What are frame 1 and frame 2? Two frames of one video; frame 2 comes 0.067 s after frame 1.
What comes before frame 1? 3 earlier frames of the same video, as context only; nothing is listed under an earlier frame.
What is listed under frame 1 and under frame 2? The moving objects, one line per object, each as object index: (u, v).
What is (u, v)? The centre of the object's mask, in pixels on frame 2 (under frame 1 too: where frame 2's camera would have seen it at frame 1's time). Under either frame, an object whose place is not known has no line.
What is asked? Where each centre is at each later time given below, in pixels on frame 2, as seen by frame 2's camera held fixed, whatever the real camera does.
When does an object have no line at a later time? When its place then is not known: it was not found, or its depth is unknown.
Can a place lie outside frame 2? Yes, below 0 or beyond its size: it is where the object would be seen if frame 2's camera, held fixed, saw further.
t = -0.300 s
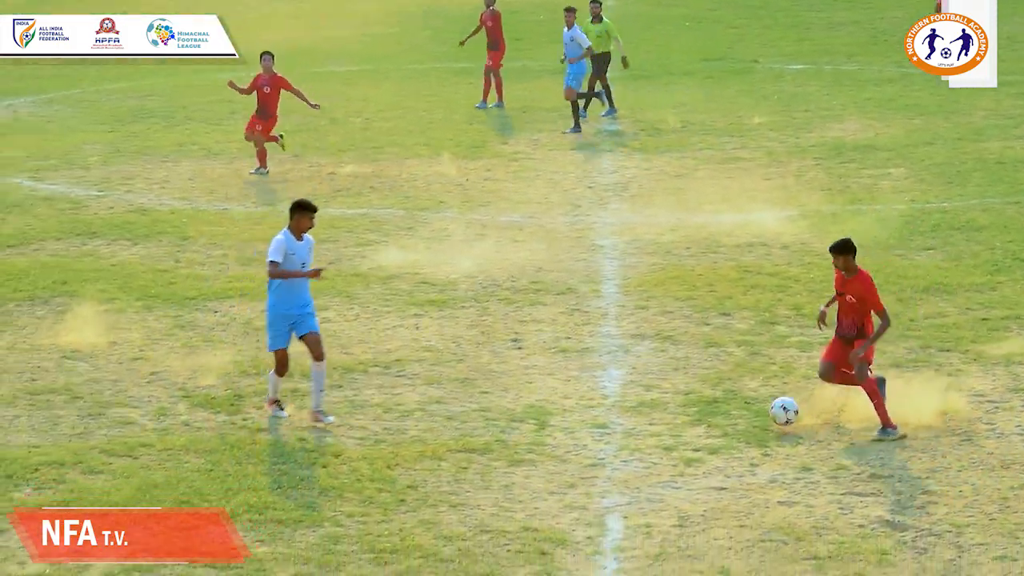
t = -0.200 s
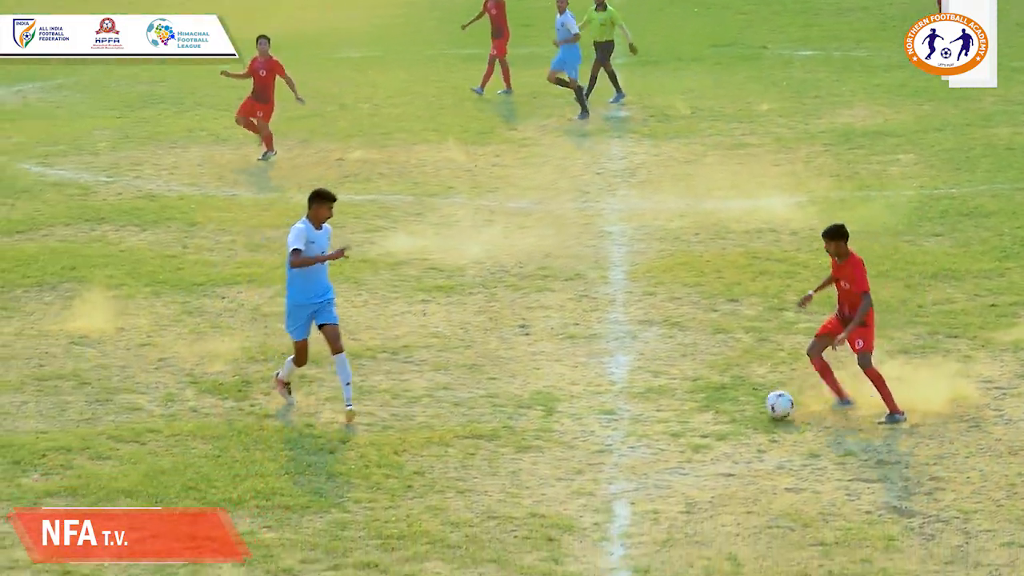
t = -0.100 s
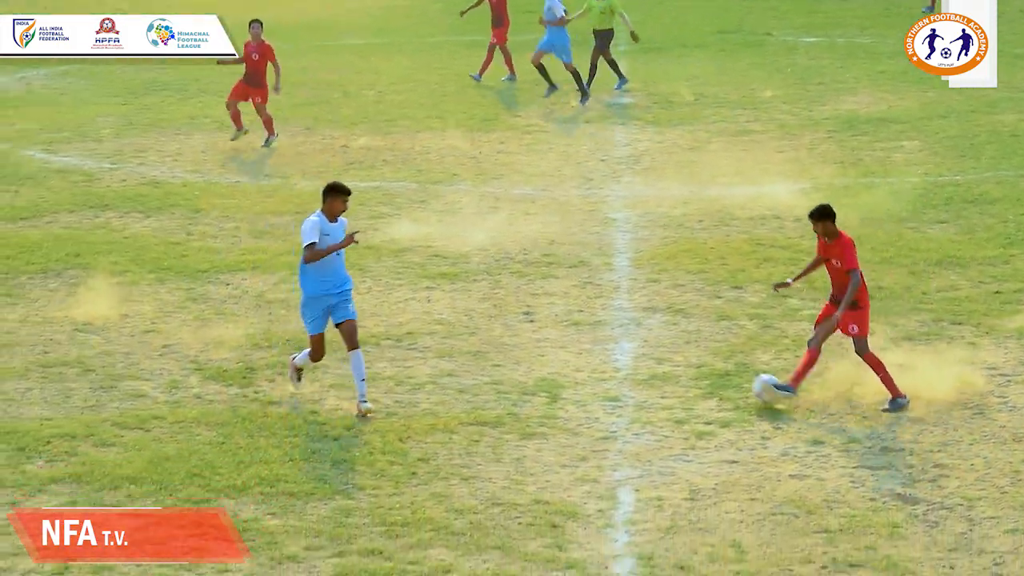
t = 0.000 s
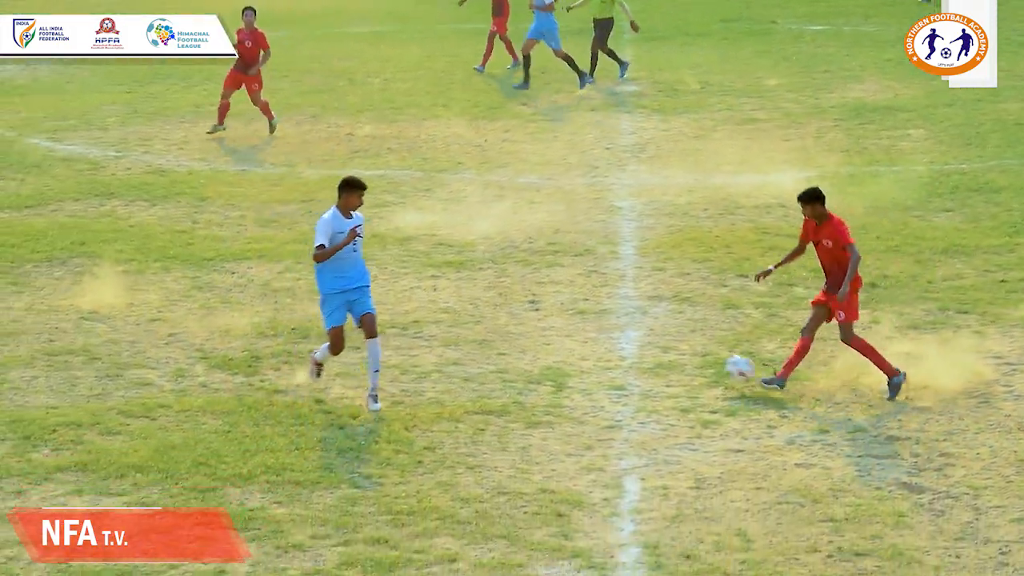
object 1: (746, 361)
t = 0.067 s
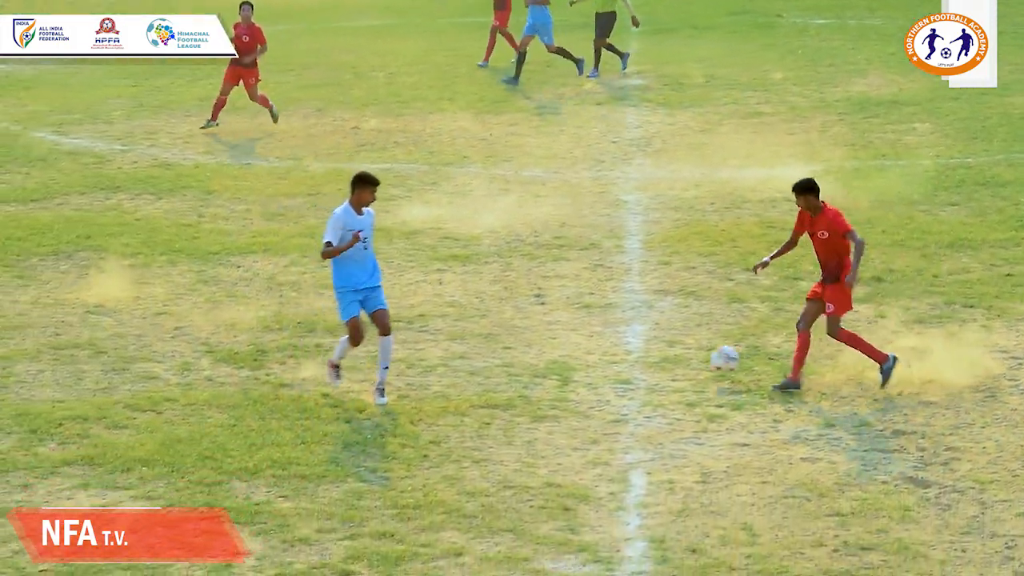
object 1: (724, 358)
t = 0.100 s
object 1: (714, 358)
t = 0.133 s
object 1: (703, 356)
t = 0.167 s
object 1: (692, 356)
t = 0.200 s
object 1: (682, 356)
